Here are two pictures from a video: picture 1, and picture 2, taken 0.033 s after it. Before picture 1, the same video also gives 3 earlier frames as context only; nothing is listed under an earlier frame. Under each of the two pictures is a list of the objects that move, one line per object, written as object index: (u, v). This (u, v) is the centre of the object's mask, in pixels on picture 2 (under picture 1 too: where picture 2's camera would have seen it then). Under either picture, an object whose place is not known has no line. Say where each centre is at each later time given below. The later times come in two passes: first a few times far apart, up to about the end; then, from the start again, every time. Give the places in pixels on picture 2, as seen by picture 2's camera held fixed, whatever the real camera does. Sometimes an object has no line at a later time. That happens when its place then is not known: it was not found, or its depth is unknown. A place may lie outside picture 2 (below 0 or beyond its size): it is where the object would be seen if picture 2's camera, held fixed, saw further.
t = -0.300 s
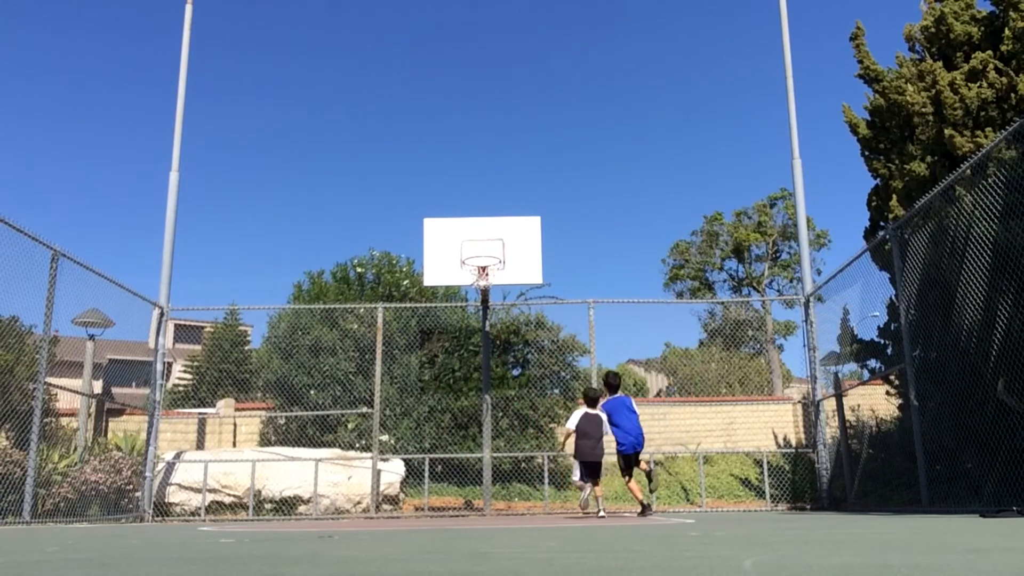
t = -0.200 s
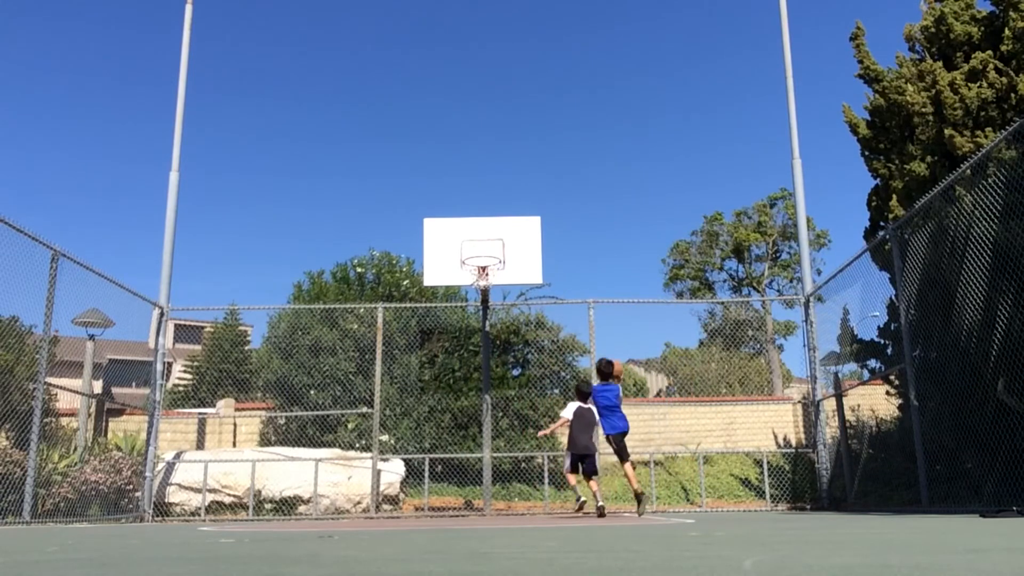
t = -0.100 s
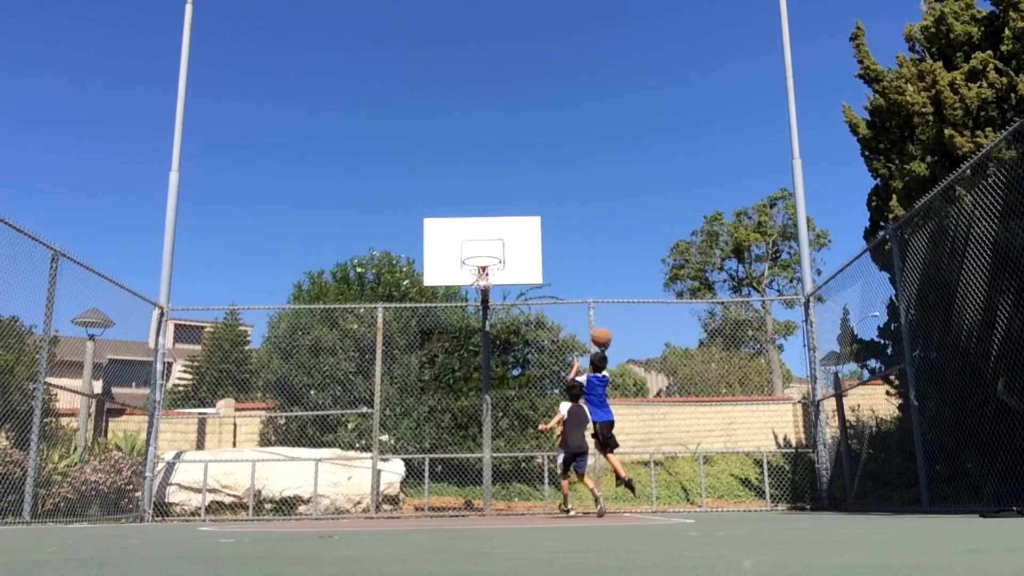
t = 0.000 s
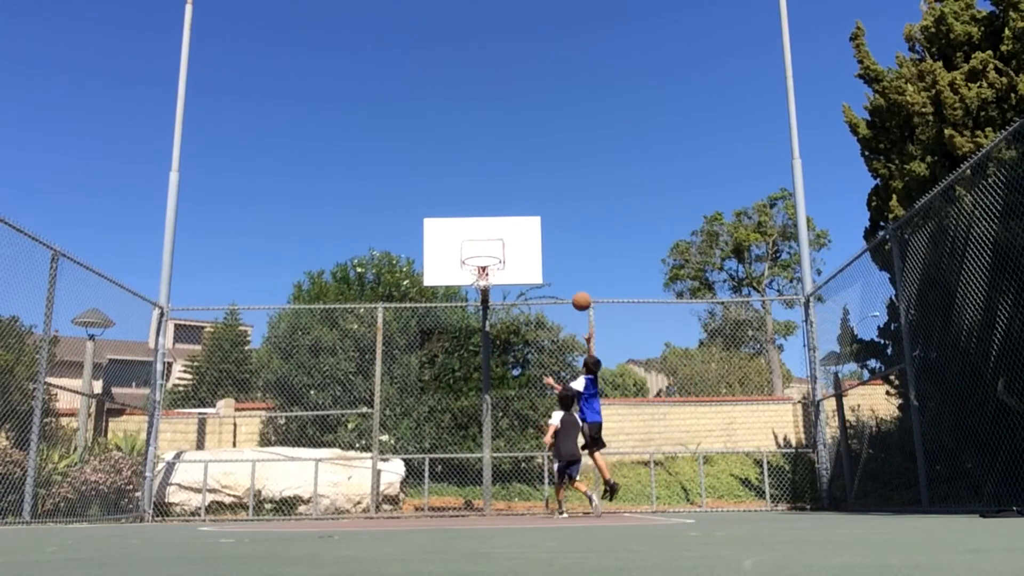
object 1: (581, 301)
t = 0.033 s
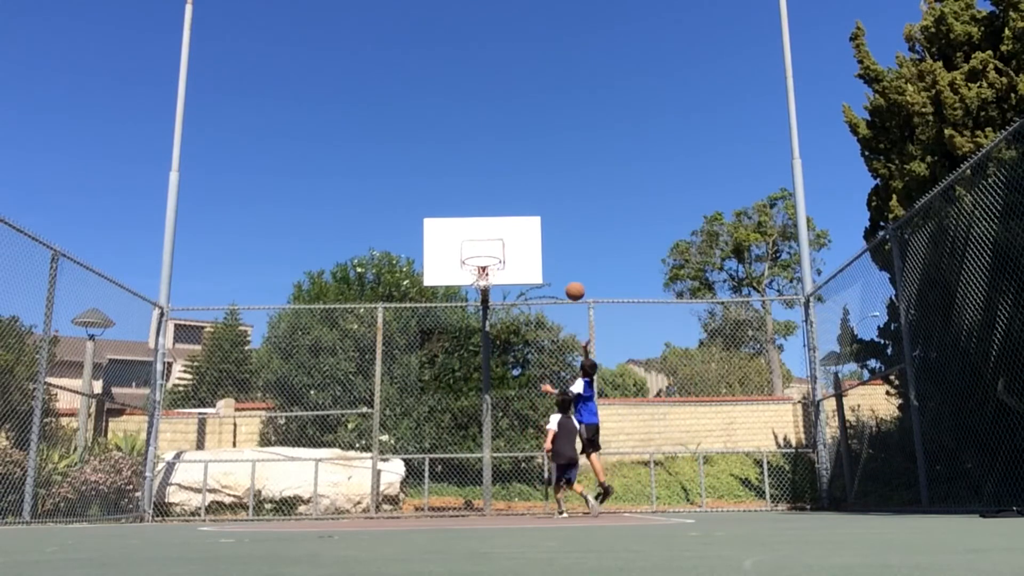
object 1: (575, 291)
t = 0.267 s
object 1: (533, 250)
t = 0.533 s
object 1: (493, 253)
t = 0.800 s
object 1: (474, 257)
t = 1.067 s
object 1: (487, 271)
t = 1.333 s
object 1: (475, 286)
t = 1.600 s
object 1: (466, 331)
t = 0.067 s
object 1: (569, 282)
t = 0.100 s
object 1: (563, 274)
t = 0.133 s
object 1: (556, 268)
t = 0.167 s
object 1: (551, 262)
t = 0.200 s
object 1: (545, 257)
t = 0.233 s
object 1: (539, 253)
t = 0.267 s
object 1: (533, 250)
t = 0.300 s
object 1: (528, 248)
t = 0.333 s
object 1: (522, 246)
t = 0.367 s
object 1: (517, 246)
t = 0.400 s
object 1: (511, 246)
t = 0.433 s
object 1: (507, 247)
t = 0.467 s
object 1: (502, 250)
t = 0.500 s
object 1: (497, 251)
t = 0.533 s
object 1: (493, 253)
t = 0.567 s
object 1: (490, 254)
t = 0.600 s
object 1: (487, 254)
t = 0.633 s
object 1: (485, 253)
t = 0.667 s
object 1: (483, 252)
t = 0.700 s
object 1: (481, 252)
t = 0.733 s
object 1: (478, 253)
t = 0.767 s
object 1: (476, 255)
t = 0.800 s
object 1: (474, 257)
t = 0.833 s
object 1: (477, 257)
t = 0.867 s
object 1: (481, 256)
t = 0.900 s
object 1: (484, 258)
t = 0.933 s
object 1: (488, 260)
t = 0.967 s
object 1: (489, 262)
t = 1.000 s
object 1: (489, 264)
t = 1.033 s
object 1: (488, 267)
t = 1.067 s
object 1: (487, 271)
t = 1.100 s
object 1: (486, 274)
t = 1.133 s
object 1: (485, 275)
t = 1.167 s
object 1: (485, 275)
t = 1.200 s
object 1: (483, 279)
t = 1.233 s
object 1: (480, 283)
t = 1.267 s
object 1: (479, 283)
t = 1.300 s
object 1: (478, 284)
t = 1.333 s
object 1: (475, 286)
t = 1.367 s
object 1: (475, 289)
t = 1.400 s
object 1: (474, 292)
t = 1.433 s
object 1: (473, 296)
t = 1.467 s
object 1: (471, 301)
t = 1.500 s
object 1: (470, 307)
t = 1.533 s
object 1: (469, 314)
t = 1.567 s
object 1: (468, 323)
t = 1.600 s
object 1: (466, 331)
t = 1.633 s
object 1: (465, 340)
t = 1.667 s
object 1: (464, 351)
